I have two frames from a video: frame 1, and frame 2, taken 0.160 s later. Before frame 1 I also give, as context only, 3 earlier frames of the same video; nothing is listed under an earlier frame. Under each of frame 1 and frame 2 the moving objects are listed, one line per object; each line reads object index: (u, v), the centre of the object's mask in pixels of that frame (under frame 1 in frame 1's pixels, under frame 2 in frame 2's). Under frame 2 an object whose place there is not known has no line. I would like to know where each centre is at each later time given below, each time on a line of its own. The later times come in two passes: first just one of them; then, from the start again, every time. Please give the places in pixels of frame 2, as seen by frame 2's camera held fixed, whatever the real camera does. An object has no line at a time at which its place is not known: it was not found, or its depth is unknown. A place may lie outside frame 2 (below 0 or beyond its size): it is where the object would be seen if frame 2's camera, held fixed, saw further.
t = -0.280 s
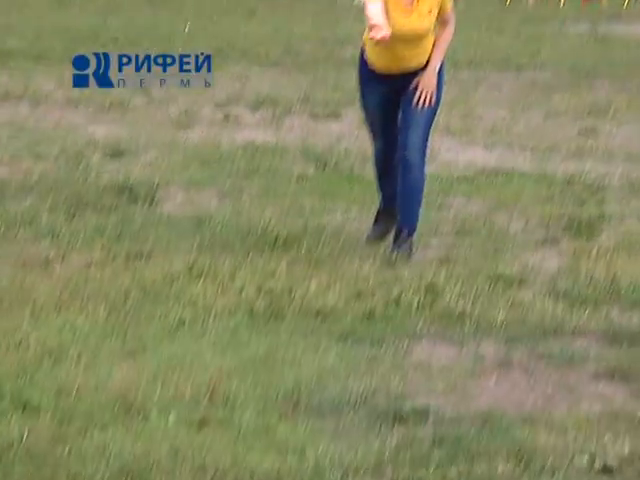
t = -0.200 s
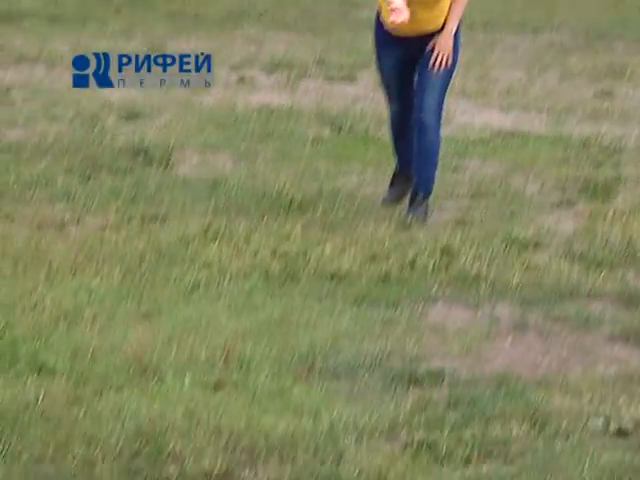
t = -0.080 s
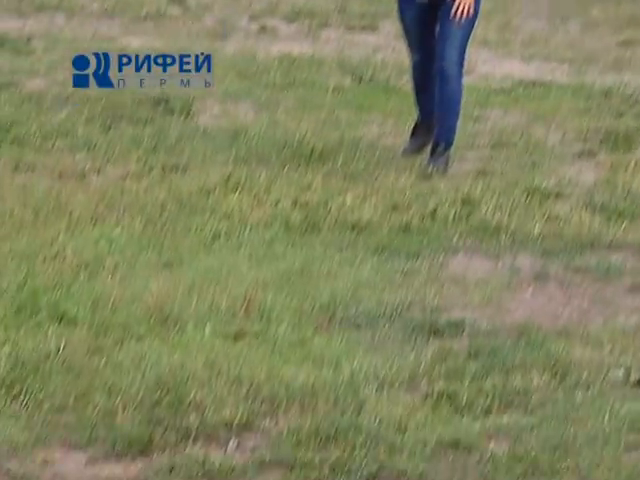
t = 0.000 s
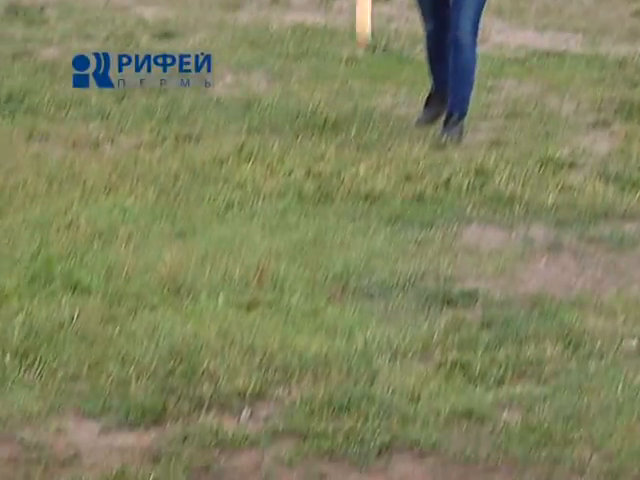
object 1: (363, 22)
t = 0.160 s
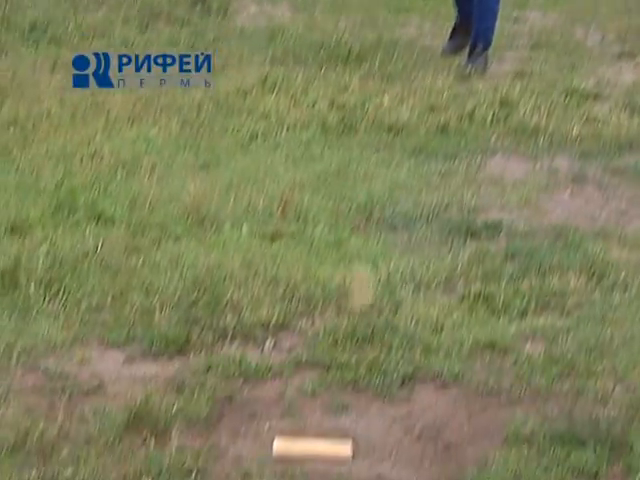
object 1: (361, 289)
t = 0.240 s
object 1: (361, 306)
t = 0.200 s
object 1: (359, 323)
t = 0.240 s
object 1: (361, 306)
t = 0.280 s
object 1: (366, 290)
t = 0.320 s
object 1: (370, 283)
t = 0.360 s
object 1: (375, 288)
